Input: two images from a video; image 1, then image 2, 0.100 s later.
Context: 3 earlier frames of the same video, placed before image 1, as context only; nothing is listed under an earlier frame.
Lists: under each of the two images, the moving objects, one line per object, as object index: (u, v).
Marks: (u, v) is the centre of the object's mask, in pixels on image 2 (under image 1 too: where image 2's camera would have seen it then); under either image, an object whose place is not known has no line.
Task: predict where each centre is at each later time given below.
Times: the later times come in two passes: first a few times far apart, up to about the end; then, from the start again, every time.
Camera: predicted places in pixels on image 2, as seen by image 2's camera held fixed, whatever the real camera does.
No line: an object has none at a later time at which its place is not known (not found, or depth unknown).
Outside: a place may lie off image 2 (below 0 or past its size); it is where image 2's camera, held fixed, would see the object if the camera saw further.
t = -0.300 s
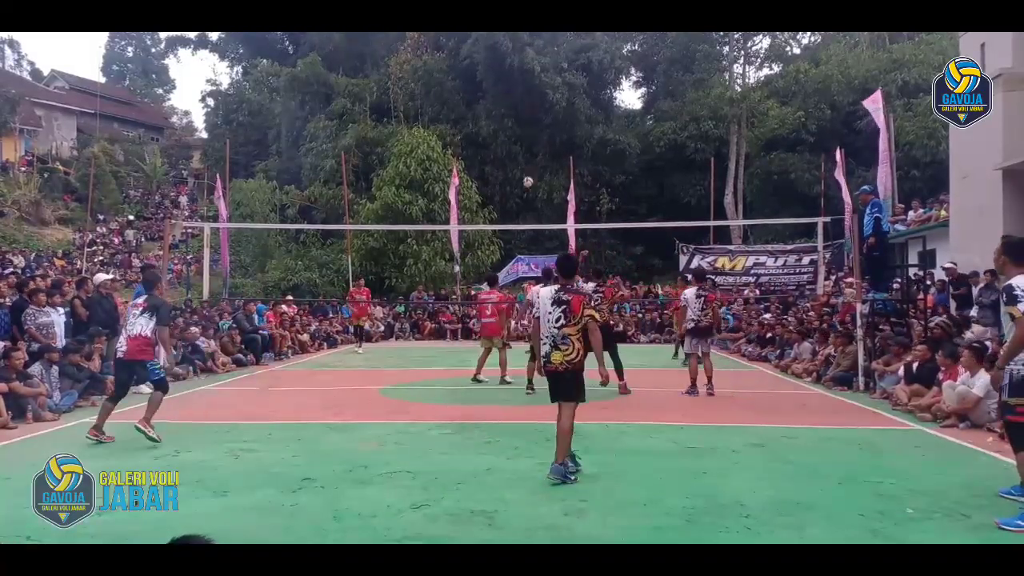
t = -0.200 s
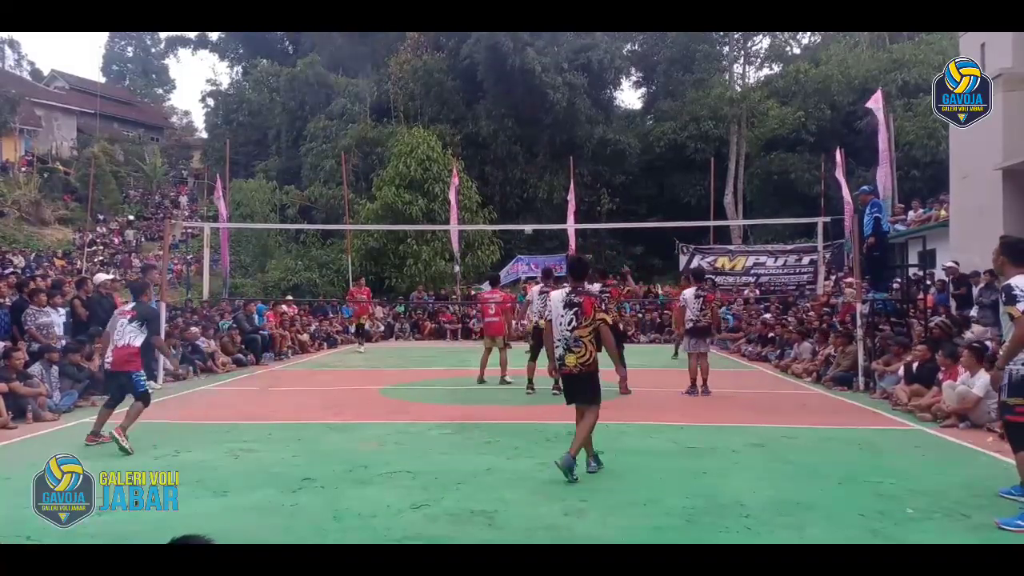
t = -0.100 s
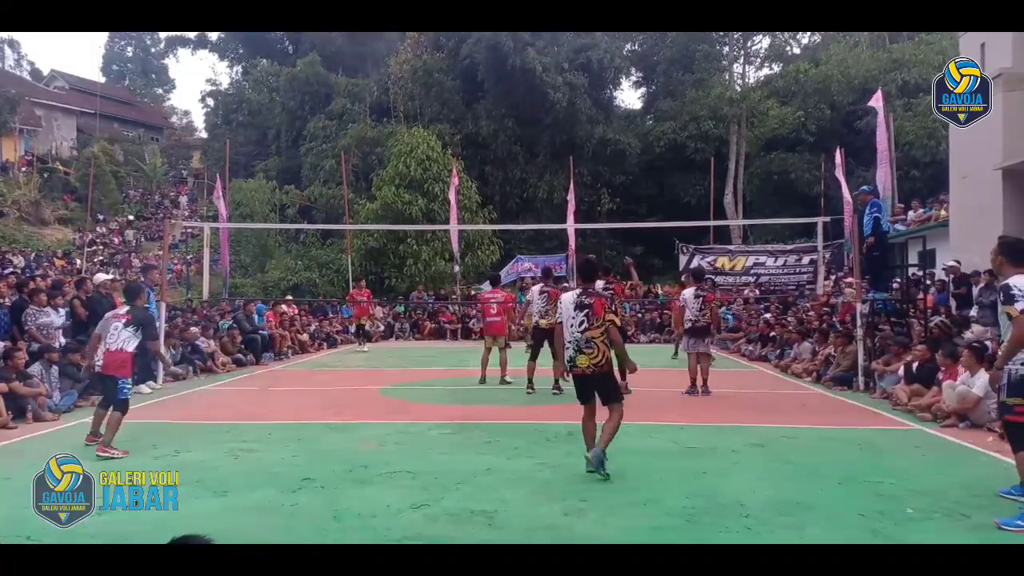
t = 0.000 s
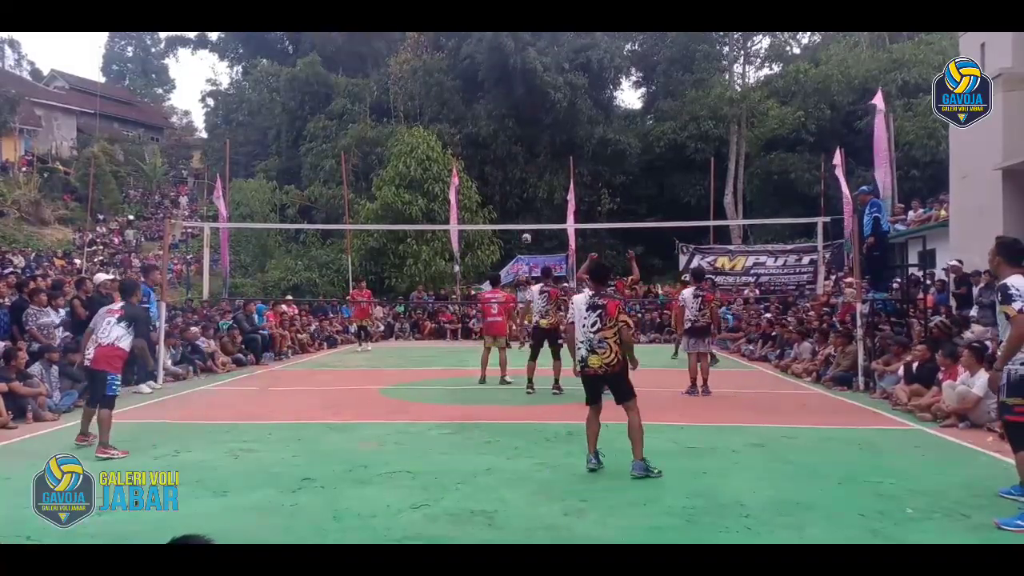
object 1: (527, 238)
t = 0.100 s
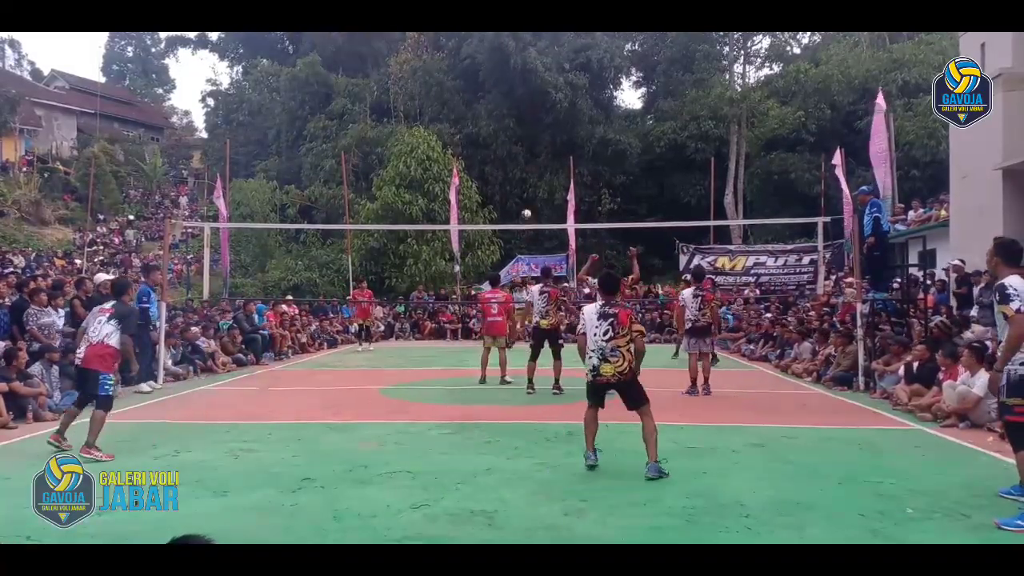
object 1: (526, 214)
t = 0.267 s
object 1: (525, 182)
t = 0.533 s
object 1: (524, 157)
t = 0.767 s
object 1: (523, 162)
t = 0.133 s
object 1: (526, 207)
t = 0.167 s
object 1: (526, 200)
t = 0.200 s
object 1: (525, 194)
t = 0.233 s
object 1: (525, 188)
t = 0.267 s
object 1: (525, 182)
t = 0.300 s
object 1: (525, 177)
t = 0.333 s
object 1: (525, 173)
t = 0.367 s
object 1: (525, 169)
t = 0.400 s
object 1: (524, 166)
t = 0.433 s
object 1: (524, 162)
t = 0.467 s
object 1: (524, 160)
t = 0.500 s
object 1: (524, 158)
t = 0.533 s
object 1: (524, 157)
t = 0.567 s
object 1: (524, 156)
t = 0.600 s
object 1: (524, 155)
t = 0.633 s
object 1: (524, 156)
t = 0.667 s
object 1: (523, 157)
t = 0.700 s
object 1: (523, 158)
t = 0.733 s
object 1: (523, 160)
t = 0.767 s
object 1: (523, 162)
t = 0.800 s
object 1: (523, 165)
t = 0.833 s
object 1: (523, 169)
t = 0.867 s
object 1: (523, 174)
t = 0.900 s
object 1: (523, 179)
